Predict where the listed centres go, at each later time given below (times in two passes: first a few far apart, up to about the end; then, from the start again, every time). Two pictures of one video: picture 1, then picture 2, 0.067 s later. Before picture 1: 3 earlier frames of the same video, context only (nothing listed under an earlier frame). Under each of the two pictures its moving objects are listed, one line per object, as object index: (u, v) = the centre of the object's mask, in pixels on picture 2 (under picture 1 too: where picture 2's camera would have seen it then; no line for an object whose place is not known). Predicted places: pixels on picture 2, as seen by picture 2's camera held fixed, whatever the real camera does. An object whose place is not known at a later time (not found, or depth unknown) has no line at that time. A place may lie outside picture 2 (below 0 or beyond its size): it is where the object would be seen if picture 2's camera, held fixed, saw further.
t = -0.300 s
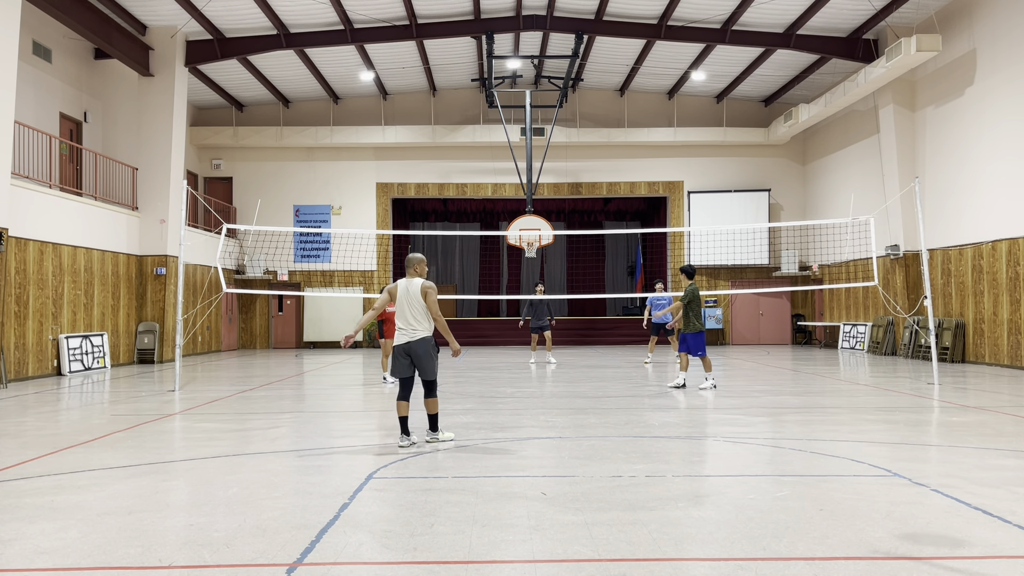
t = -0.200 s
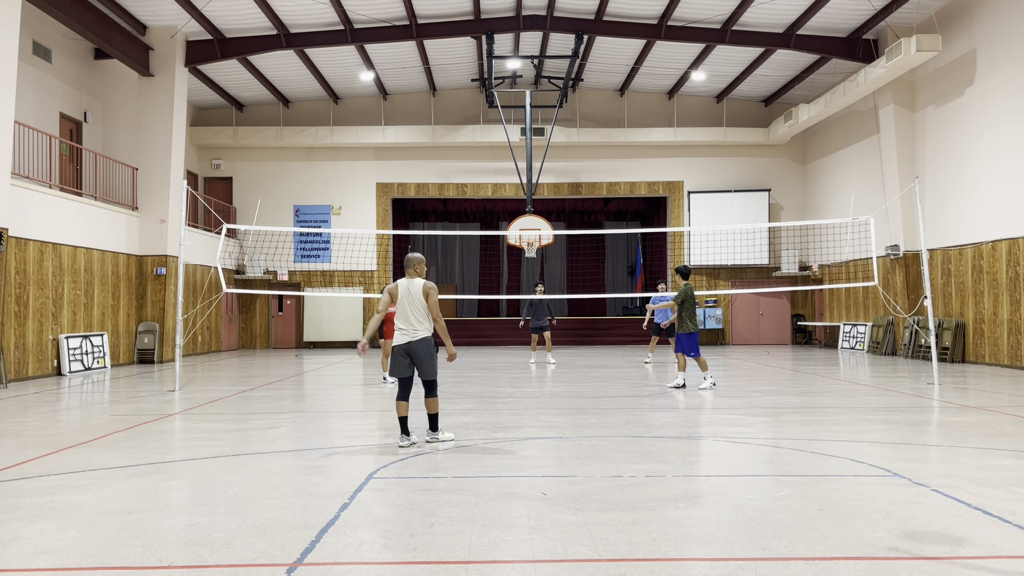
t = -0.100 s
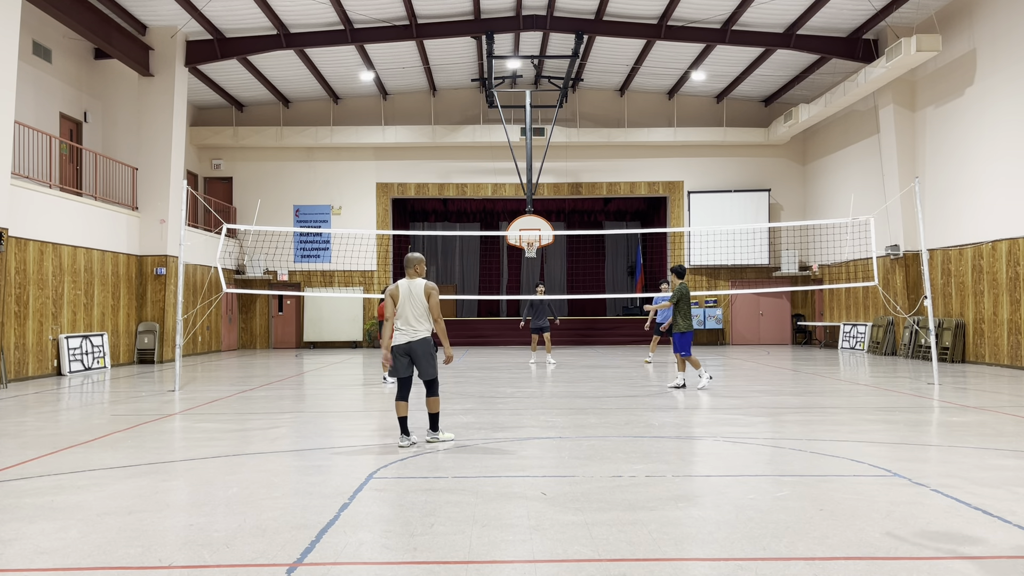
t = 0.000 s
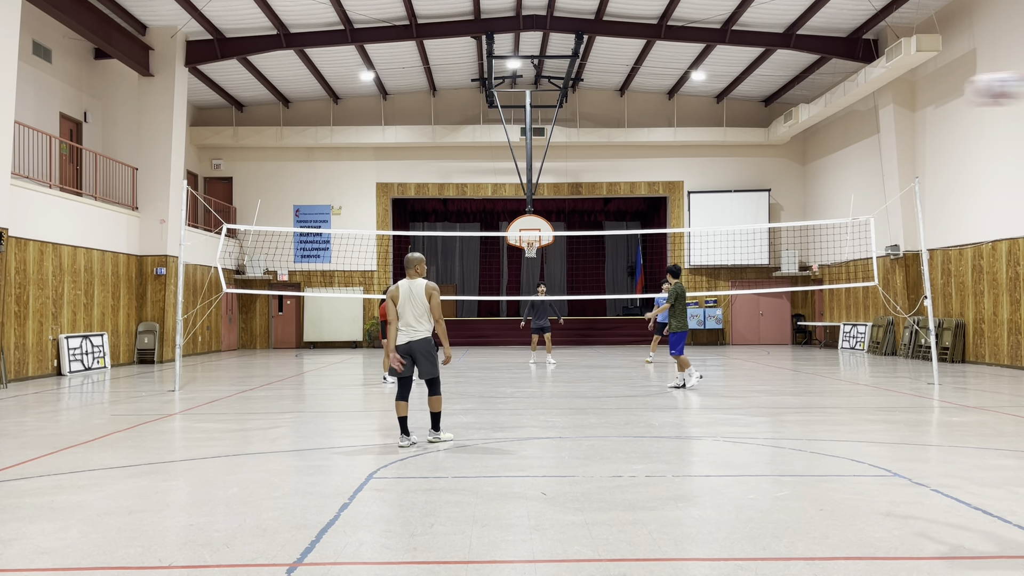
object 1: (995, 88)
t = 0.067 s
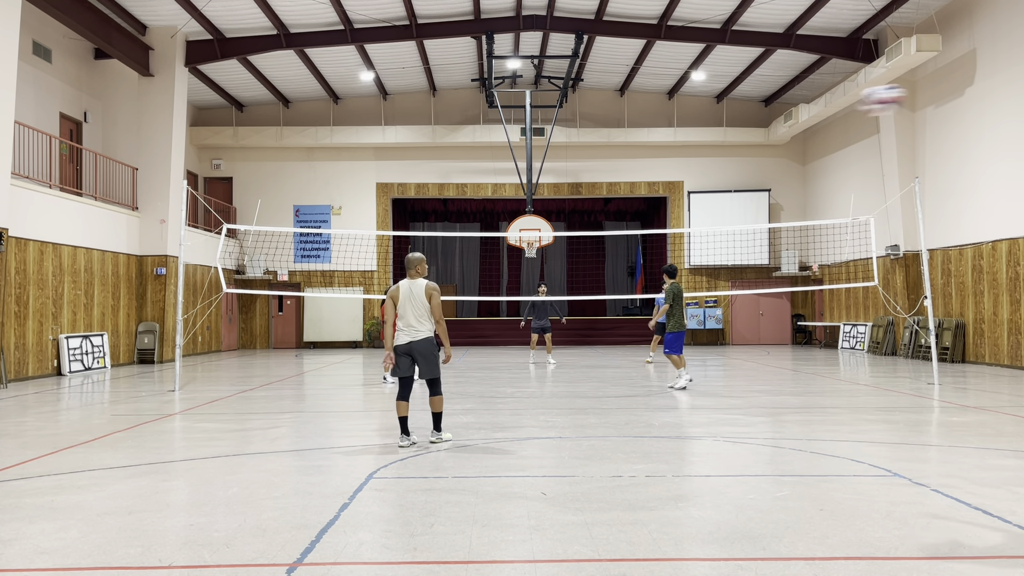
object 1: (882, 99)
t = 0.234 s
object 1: (721, 131)
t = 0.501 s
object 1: (602, 199)
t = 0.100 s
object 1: (838, 106)
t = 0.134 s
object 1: (801, 113)
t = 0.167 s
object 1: (771, 119)
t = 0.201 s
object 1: (744, 125)
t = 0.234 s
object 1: (721, 131)
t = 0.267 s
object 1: (700, 139)
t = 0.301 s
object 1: (681, 147)
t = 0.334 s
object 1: (664, 153)
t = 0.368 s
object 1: (649, 162)
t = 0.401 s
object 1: (635, 171)
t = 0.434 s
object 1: (624, 180)
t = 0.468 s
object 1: (613, 190)
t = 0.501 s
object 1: (602, 199)
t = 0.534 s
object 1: (593, 208)
